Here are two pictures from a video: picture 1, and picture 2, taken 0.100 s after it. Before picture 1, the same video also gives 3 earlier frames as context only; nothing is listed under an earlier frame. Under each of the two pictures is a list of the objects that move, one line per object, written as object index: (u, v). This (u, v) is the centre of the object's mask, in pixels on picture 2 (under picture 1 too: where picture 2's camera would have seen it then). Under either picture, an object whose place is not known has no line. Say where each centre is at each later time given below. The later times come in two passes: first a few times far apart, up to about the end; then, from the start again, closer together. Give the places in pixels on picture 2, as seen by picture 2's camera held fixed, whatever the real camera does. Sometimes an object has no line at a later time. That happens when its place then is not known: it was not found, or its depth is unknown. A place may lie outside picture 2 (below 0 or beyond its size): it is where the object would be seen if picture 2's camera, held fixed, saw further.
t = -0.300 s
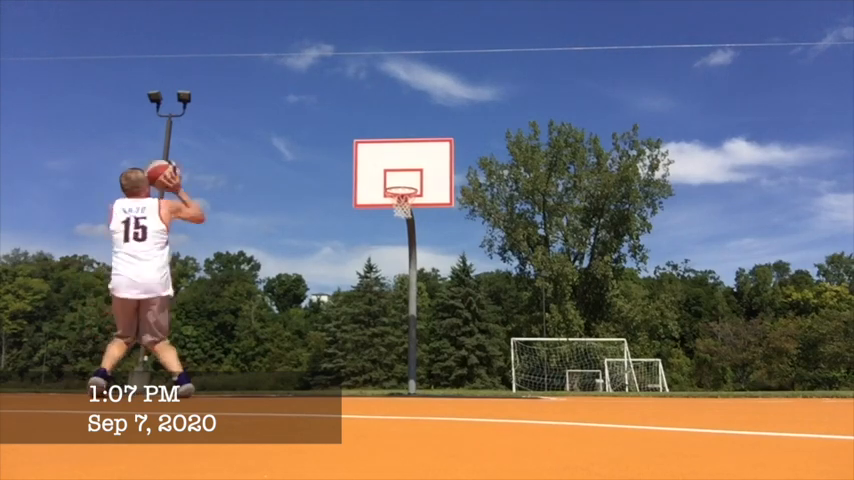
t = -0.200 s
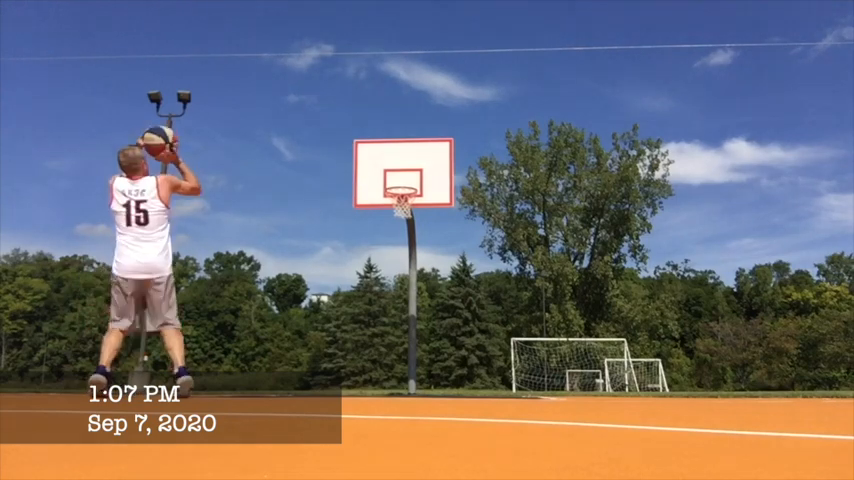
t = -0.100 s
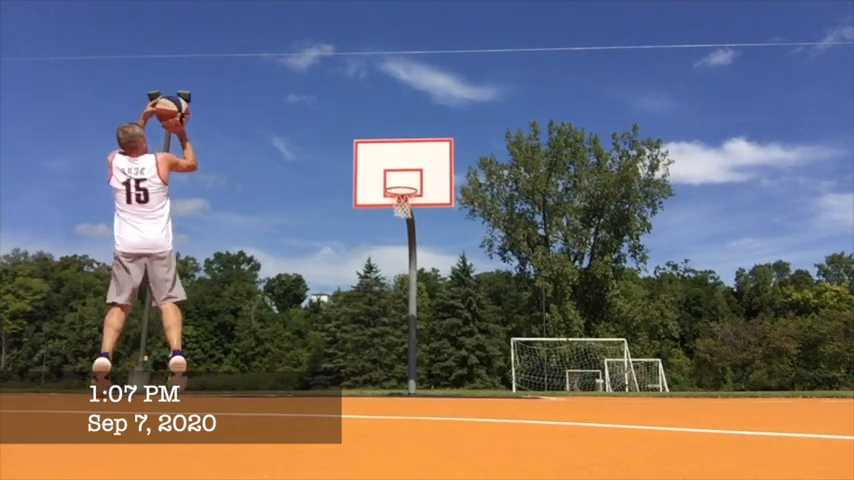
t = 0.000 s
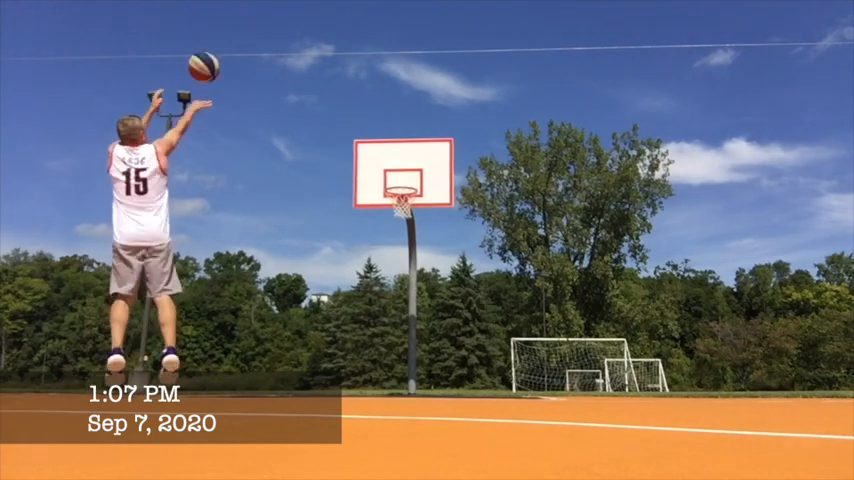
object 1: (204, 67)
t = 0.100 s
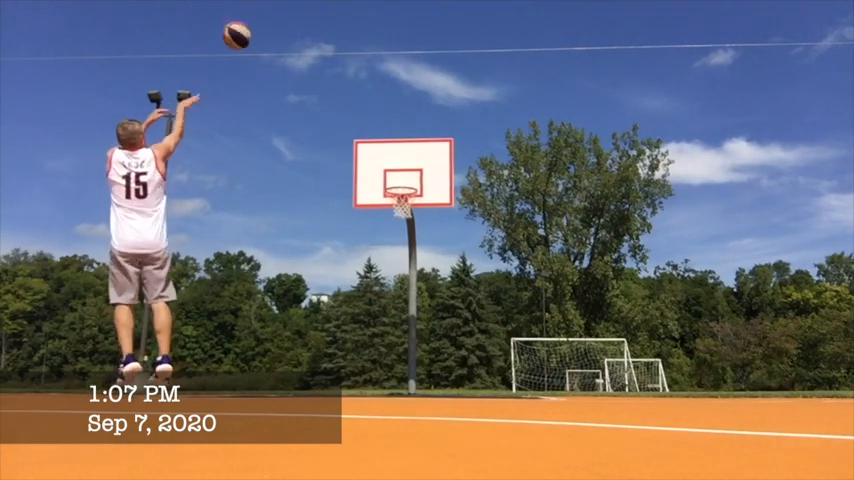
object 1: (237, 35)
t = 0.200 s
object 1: (264, 18)
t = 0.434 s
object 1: (312, 17)
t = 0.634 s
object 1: (343, 48)
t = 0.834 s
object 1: (367, 99)
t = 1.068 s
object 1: (389, 181)
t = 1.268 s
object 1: (427, 152)
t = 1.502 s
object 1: (472, 138)
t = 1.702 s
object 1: (511, 152)
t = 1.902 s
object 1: (549, 193)
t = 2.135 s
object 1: (596, 269)
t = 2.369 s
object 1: (645, 387)
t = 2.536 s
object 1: (664, 333)
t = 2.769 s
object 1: (688, 280)
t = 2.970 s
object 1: (713, 265)
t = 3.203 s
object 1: (740, 276)
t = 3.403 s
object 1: (764, 310)
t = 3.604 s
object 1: (790, 366)
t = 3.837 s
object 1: (810, 350)
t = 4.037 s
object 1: (827, 326)
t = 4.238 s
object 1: (843, 323)
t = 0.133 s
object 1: (246, 28)
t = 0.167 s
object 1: (256, 22)
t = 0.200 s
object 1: (264, 18)
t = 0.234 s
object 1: (272, 15)
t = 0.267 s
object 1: (280, 12)
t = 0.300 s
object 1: (287, 12)
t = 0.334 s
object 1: (294, 12)
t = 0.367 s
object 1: (300, 13)
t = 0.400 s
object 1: (306, 14)
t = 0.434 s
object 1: (312, 17)
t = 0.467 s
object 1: (317, 21)
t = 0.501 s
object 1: (324, 25)
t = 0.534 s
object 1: (329, 29)
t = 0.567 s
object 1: (334, 35)
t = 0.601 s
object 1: (339, 41)
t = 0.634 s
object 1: (343, 48)
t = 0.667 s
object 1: (347, 55)
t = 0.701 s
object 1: (352, 63)
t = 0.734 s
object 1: (356, 71)
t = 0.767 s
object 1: (360, 80)
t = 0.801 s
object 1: (364, 90)
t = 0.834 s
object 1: (367, 99)
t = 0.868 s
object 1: (370, 110)
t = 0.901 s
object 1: (374, 120)
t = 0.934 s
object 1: (377, 131)
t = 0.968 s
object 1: (380, 143)
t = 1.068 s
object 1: (389, 181)
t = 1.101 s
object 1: (393, 182)
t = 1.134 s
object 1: (400, 175)
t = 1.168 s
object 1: (407, 168)
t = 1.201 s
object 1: (413, 161)
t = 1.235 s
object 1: (420, 157)
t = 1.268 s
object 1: (427, 152)
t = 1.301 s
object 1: (433, 148)
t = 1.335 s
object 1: (440, 145)
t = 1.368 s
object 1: (447, 142)
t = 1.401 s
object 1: (454, 140)
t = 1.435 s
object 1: (460, 139)
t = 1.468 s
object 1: (466, 138)
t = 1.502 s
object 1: (472, 138)
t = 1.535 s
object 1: (479, 139)
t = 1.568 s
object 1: (486, 141)
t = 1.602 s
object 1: (491, 143)
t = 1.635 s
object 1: (498, 145)
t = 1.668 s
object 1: (504, 148)
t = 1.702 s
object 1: (511, 152)
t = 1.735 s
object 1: (518, 158)
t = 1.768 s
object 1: (522, 162)
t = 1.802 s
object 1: (529, 168)
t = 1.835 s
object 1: (536, 175)
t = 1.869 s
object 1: (544, 183)
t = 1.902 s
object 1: (549, 193)
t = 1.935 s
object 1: (556, 200)
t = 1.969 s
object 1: (562, 209)
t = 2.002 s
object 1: (570, 220)
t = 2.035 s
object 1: (576, 231)
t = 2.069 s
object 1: (581, 245)
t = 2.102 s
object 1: (588, 256)
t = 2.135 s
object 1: (596, 269)
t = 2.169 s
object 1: (603, 285)
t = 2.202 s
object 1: (609, 301)
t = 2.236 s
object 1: (615, 315)
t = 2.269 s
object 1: (623, 331)
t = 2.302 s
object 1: (631, 347)
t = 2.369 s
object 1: (645, 387)
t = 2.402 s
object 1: (646, 382)
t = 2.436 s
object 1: (649, 366)
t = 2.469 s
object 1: (657, 355)
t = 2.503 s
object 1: (661, 344)
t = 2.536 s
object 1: (664, 333)
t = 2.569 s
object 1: (666, 324)
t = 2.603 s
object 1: (670, 312)
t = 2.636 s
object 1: (674, 304)
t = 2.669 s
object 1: (679, 299)
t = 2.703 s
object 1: (684, 291)
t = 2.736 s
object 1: (687, 286)
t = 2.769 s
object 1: (688, 280)
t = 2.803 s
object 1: (693, 276)
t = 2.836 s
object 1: (696, 272)
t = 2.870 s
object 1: (704, 271)
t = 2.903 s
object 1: (707, 268)
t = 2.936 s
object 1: (710, 266)
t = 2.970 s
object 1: (713, 265)
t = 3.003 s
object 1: (717, 264)
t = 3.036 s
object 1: (721, 265)
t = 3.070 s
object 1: (726, 266)
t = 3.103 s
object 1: (729, 268)
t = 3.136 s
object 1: (732, 270)
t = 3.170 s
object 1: (736, 273)
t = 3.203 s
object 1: (740, 276)
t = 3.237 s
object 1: (743, 278)
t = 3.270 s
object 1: (750, 286)
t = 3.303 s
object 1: (754, 290)
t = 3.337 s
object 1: (756, 297)
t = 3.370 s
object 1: (759, 304)
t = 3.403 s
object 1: (764, 310)
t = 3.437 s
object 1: (768, 317)
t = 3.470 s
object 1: (774, 327)
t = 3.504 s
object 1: (778, 335)
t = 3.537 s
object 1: (781, 345)
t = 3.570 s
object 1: (784, 355)
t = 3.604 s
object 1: (790, 366)
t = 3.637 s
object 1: (795, 378)
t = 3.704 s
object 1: (801, 383)
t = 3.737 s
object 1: (802, 375)
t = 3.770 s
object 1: (805, 365)
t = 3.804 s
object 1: (807, 357)
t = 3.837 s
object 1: (810, 350)
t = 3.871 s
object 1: (813, 345)
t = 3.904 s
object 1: (816, 340)
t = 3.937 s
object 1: (817, 336)
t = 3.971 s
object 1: (820, 332)
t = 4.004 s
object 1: (824, 328)
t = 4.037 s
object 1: (827, 326)
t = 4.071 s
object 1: (830, 323)
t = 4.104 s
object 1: (830, 323)
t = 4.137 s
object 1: (833, 322)
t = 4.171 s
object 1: (837, 321)
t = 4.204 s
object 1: (840, 321)
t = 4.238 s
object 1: (843, 323)
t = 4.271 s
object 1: (847, 325)
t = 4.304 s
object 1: (847, 328)
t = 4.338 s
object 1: (850, 328)
